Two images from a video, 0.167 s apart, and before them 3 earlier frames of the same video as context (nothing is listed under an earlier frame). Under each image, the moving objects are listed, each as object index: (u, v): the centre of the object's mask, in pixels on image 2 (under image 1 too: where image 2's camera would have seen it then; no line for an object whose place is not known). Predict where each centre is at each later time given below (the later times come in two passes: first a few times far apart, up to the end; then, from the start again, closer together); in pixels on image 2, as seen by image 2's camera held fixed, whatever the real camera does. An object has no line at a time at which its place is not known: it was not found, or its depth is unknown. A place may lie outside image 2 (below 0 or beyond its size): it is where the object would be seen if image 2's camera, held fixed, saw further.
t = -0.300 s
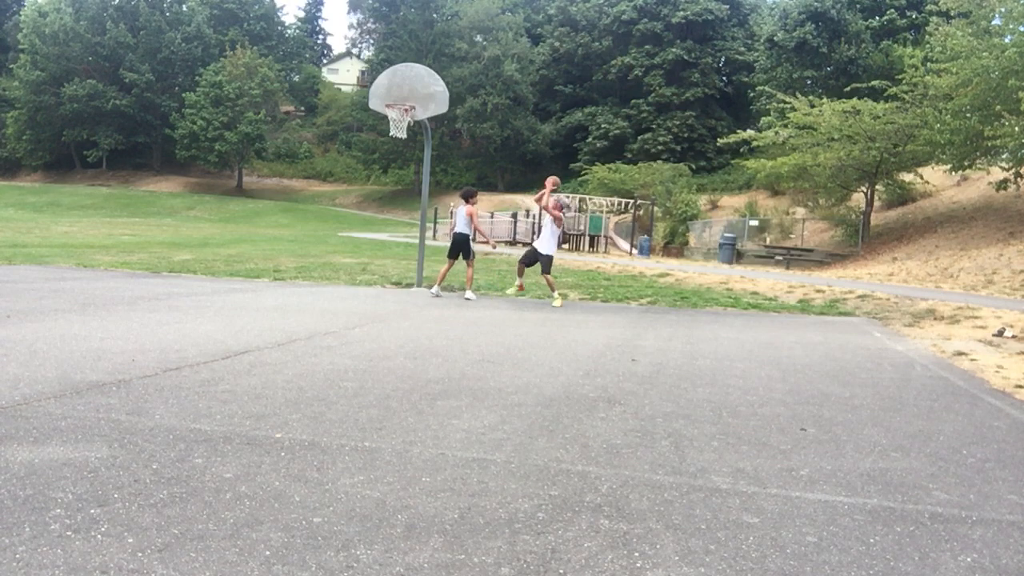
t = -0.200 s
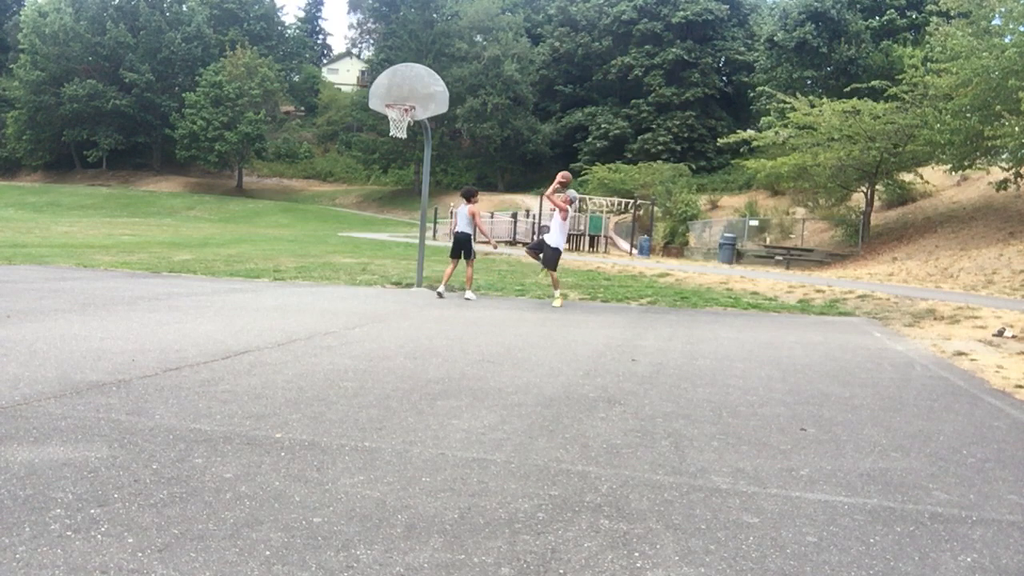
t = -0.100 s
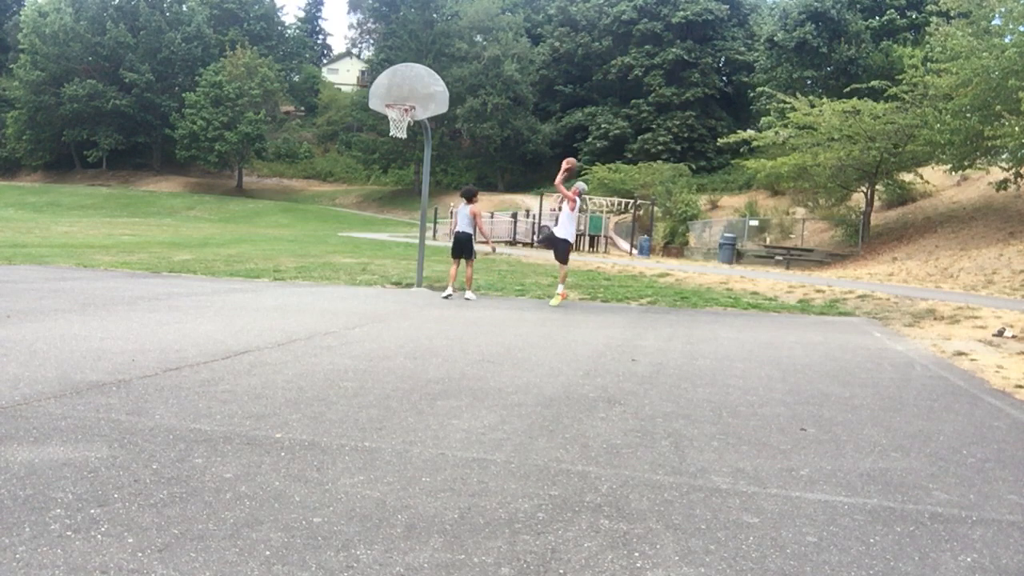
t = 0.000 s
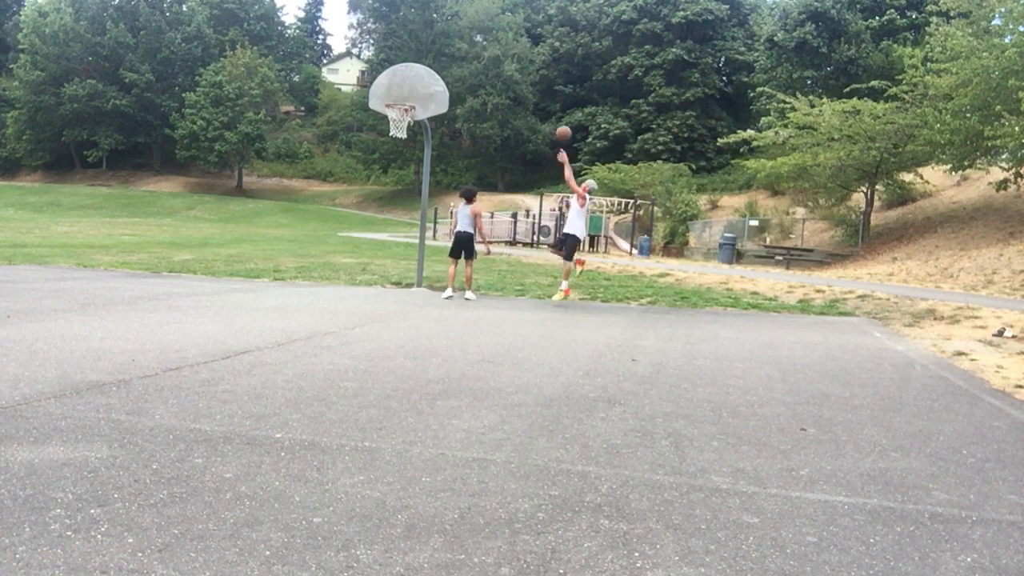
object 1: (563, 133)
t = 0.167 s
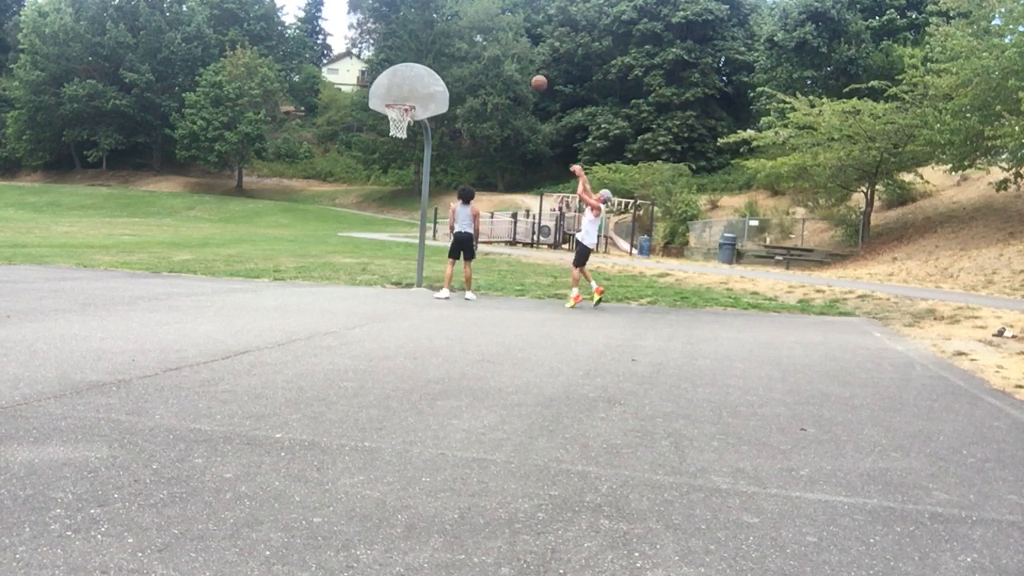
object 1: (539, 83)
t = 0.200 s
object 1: (534, 75)
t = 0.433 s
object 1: (498, 40)
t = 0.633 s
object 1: (466, 38)
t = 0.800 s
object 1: (438, 55)
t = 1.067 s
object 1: (393, 110)
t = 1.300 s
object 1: (388, 128)
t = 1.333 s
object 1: (388, 133)
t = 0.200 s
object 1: (534, 75)
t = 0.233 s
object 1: (529, 68)
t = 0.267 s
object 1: (524, 61)
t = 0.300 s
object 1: (519, 55)
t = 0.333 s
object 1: (513, 51)
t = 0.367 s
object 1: (508, 46)
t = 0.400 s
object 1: (503, 43)
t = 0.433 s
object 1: (498, 40)
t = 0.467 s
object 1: (492, 38)
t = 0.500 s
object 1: (487, 37)
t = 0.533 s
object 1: (481, 36)
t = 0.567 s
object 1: (477, 36)
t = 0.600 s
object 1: (471, 37)
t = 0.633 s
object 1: (466, 38)
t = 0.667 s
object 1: (460, 40)
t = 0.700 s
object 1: (454, 43)
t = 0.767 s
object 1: (443, 50)
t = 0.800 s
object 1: (438, 55)
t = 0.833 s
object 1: (432, 59)
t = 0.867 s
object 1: (427, 67)
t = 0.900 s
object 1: (421, 74)
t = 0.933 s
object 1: (416, 82)
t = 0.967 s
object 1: (410, 90)
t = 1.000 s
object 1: (404, 98)
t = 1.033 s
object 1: (399, 104)
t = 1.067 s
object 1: (393, 110)
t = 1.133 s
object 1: (385, 118)
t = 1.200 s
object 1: (386, 125)
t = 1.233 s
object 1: (387, 125)
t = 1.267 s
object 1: (387, 126)
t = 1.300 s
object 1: (388, 128)
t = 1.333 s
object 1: (388, 133)
